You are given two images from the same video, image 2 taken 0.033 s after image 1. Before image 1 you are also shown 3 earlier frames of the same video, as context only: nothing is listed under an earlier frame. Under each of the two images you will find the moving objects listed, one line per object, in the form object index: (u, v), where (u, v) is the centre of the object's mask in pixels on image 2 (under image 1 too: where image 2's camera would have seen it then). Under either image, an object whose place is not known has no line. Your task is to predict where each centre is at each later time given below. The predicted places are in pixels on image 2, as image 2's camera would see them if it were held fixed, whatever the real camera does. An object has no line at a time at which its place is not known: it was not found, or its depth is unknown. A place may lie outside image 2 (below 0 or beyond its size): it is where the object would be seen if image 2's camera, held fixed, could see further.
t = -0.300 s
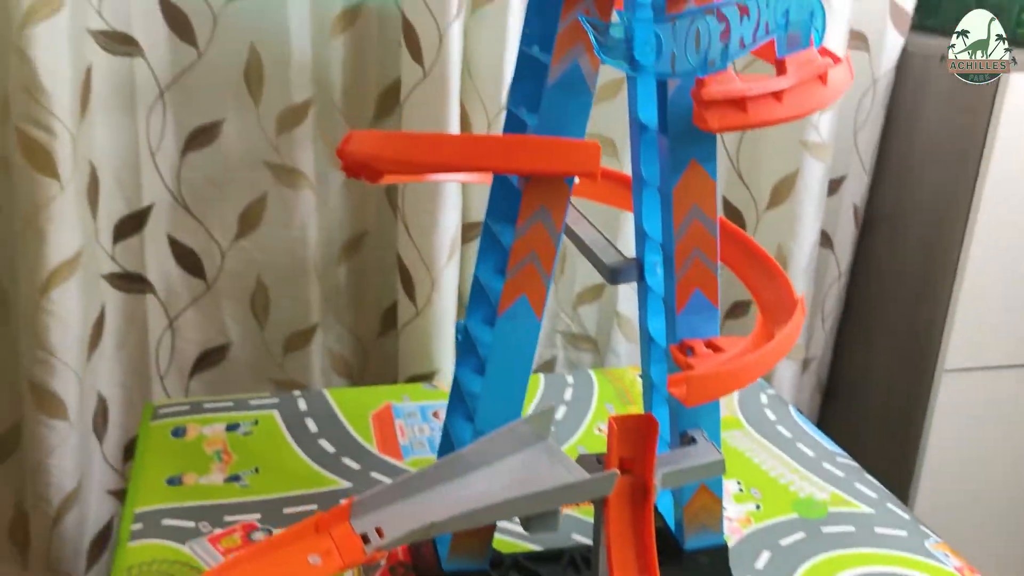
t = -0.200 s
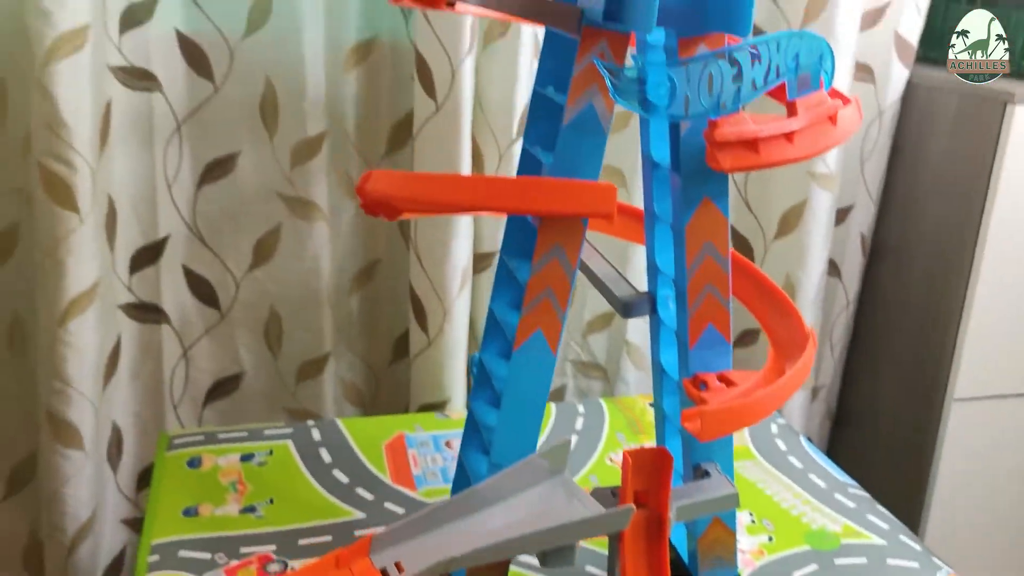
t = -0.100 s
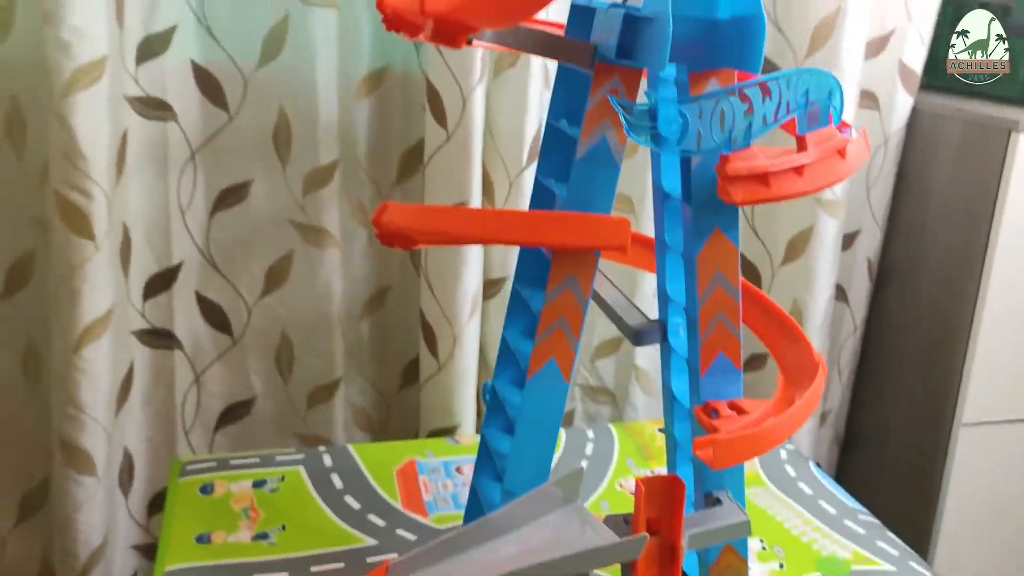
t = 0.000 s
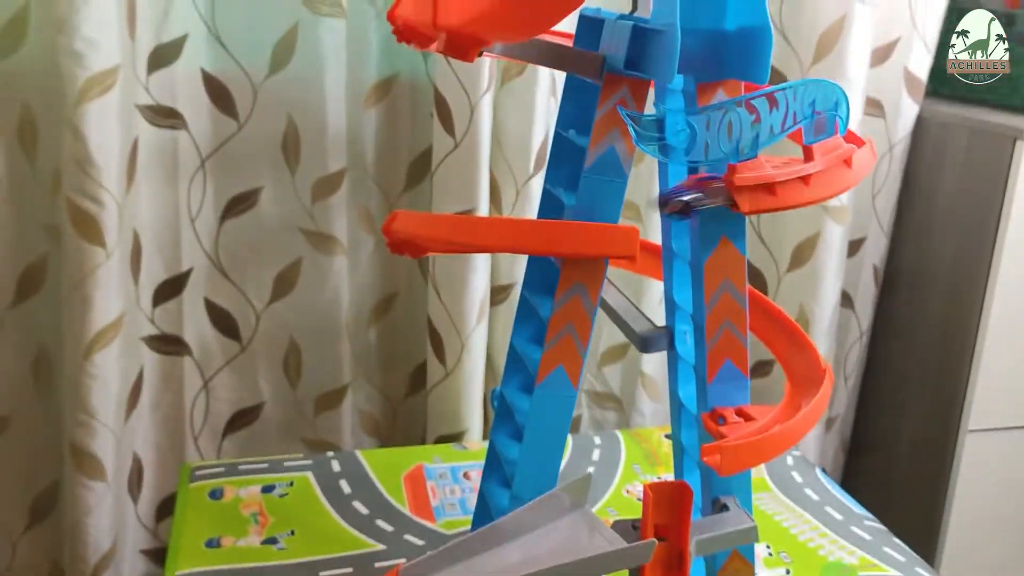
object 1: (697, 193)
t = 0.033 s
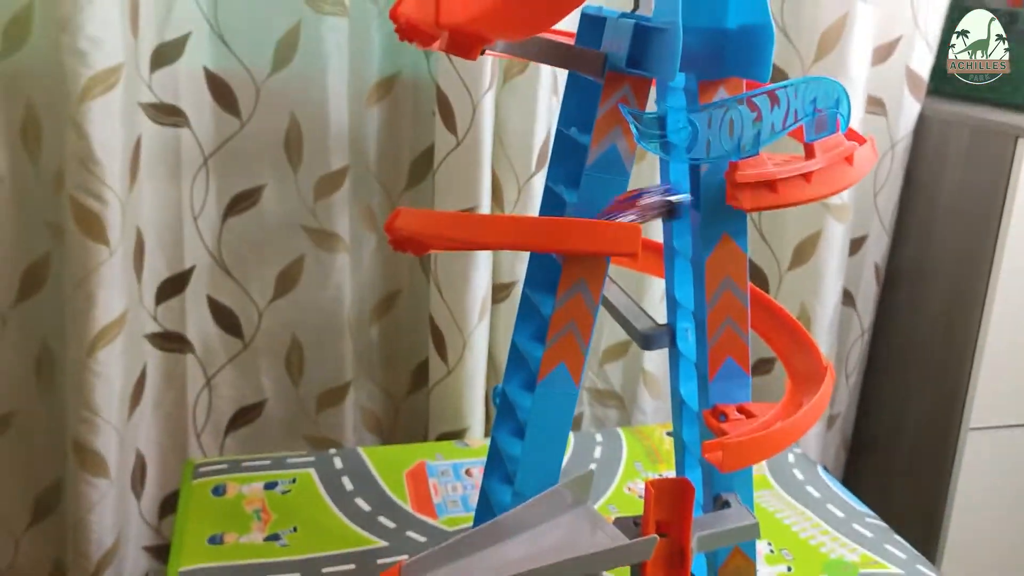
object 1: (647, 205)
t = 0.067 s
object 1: (579, 211)
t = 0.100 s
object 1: (541, 210)
